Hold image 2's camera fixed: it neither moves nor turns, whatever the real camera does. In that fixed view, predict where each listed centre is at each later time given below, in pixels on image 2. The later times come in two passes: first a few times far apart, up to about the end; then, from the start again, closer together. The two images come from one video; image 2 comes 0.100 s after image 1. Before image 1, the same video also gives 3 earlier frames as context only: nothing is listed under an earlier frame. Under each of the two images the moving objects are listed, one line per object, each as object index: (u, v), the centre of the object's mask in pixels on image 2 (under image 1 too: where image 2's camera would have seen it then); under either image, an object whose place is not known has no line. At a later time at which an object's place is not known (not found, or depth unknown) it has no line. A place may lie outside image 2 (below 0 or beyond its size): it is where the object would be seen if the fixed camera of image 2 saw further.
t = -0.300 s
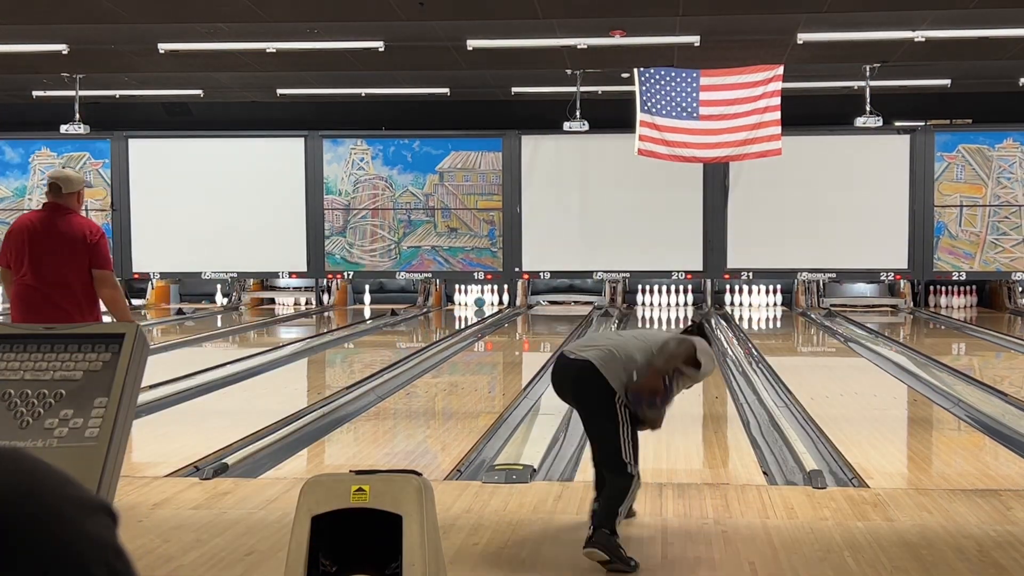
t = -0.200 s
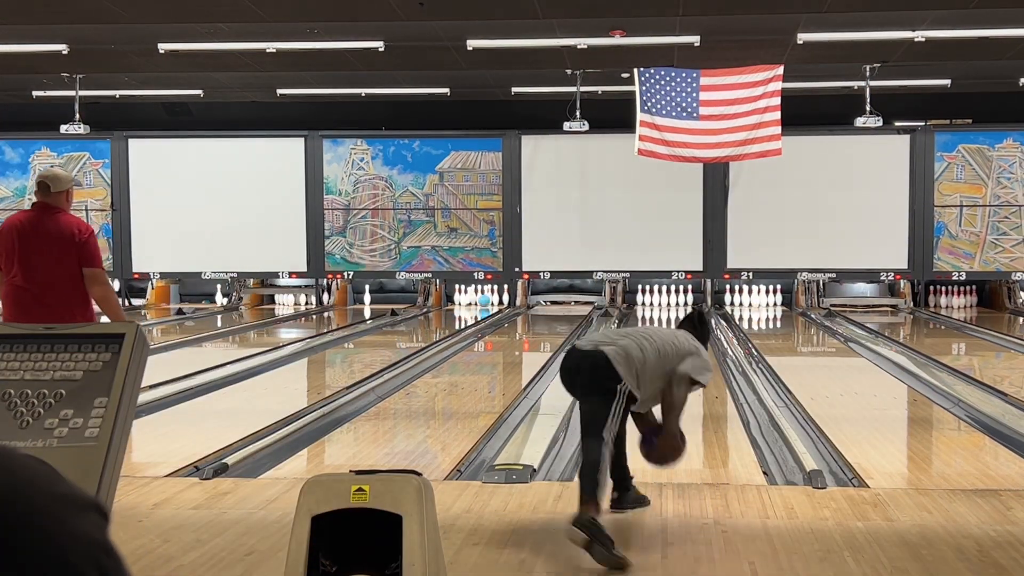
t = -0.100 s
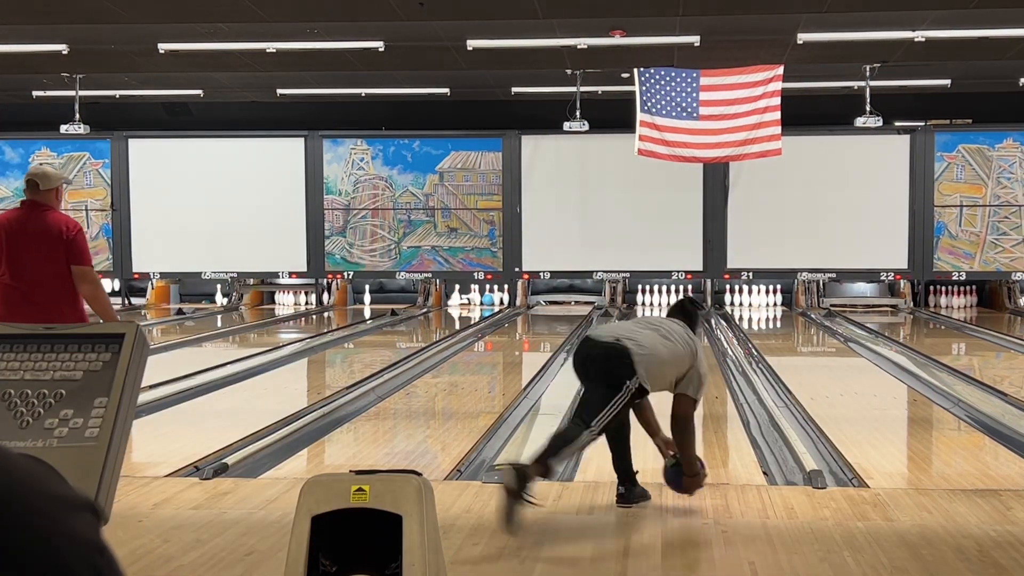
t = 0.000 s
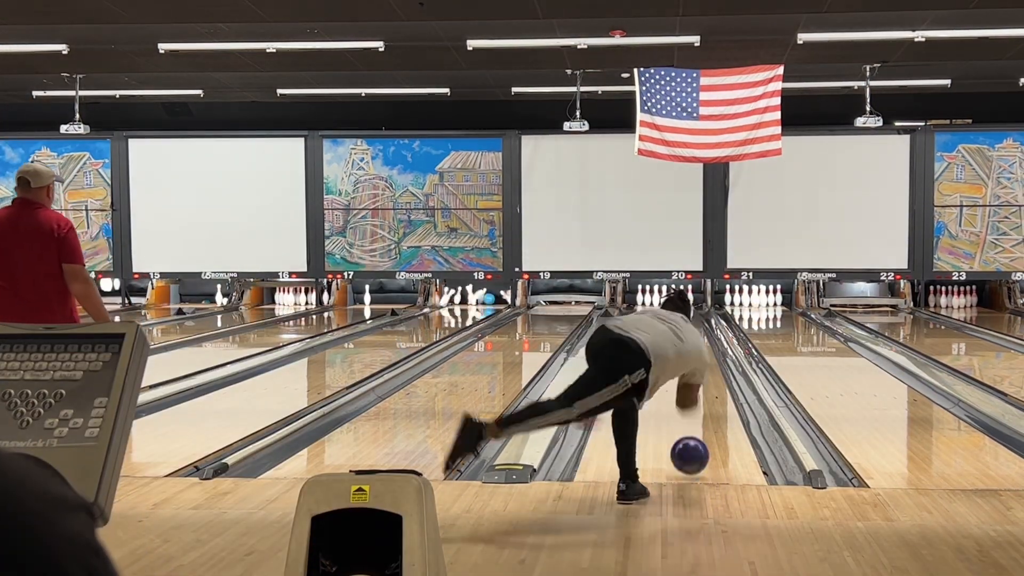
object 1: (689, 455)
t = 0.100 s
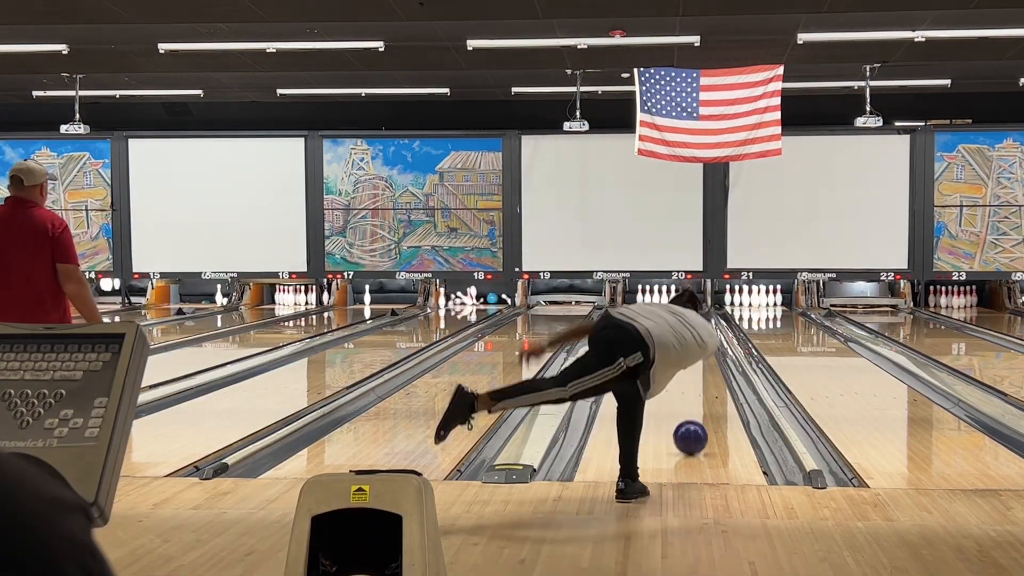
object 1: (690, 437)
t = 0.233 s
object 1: (691, 414)
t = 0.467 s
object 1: (691, 384)
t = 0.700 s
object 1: (692, 365)
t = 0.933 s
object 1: (692, 348)
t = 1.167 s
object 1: (692, 335)
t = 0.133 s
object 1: (690, 431)
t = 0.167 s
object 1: (691, 425)
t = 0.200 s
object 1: (691, 420)
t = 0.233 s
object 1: (691, 414)
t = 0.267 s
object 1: (691, 409)
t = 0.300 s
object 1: (691, 405)
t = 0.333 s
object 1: (691, 400)
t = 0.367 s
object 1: (691, 396)
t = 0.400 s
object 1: (691, 392)
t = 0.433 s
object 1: (691, 388)
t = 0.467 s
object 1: (691, 384)
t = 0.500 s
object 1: (692, 381)
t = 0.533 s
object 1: (691, 377)
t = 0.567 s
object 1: (692, 374)
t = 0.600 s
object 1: (691, 371)
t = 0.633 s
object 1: (691, 368)
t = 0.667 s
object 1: (692, 367)
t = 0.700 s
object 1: (692, 365)
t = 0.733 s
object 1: (689, 366)
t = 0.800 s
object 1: (695, 361)
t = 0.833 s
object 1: (694, 356)
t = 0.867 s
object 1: (693, 354)
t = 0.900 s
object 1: (692, 351)
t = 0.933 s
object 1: (692, 348)
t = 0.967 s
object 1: (691, 346)
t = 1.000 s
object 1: (691, 343)
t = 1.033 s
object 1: (691, 341)
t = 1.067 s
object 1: (692, 339)
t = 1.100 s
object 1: (692, 337)
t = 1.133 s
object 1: (692, 335)
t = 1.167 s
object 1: (692, 335)
